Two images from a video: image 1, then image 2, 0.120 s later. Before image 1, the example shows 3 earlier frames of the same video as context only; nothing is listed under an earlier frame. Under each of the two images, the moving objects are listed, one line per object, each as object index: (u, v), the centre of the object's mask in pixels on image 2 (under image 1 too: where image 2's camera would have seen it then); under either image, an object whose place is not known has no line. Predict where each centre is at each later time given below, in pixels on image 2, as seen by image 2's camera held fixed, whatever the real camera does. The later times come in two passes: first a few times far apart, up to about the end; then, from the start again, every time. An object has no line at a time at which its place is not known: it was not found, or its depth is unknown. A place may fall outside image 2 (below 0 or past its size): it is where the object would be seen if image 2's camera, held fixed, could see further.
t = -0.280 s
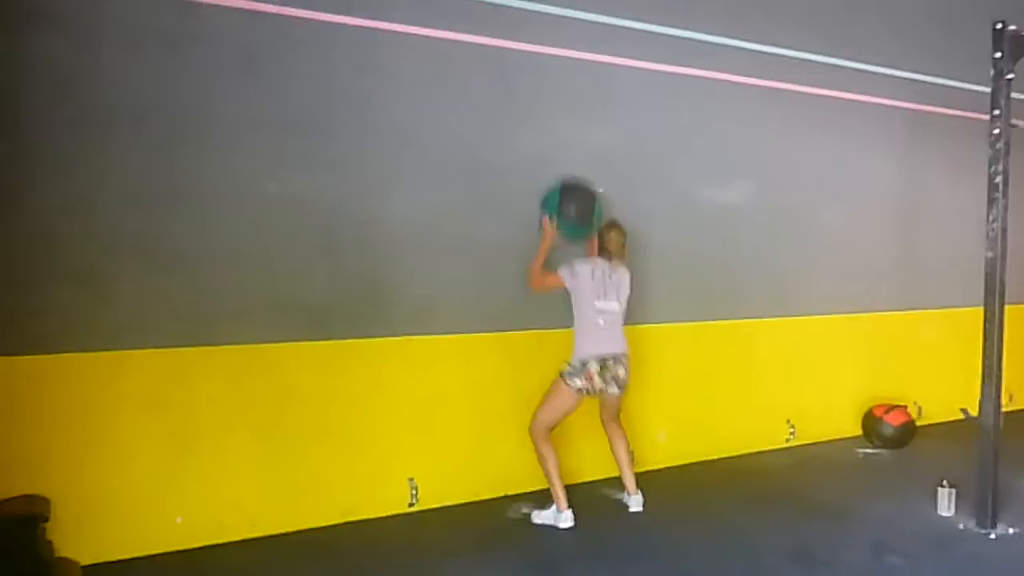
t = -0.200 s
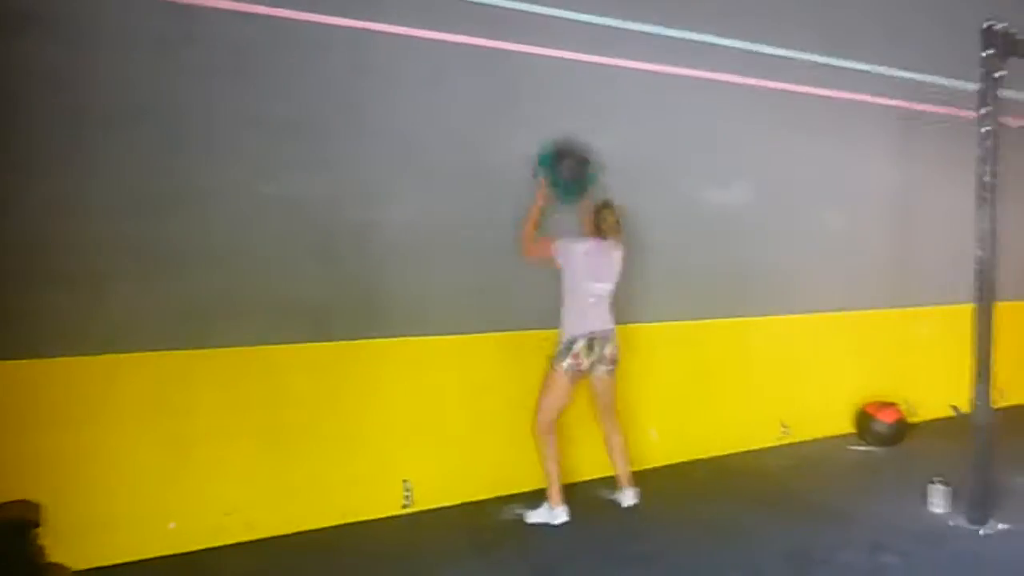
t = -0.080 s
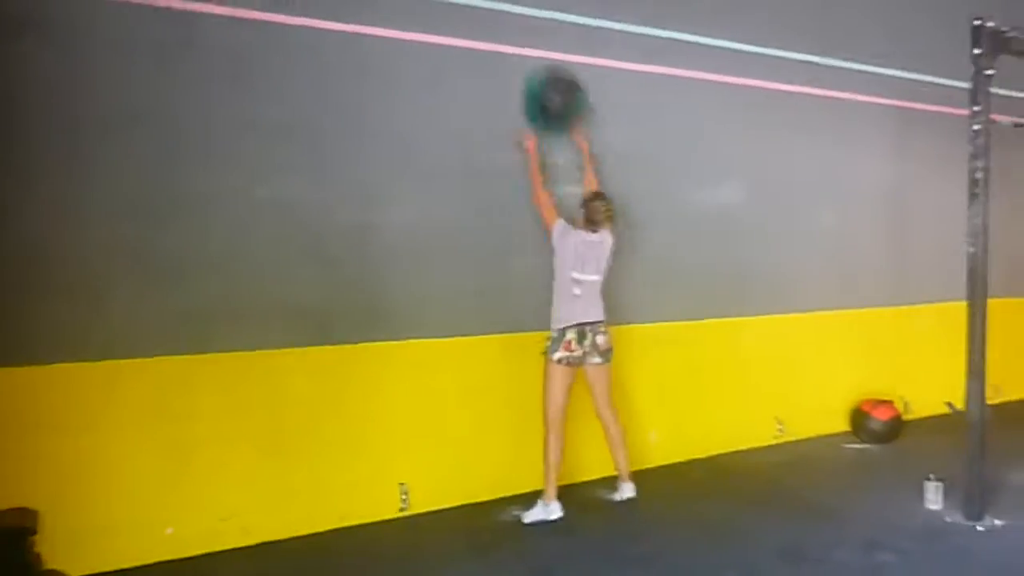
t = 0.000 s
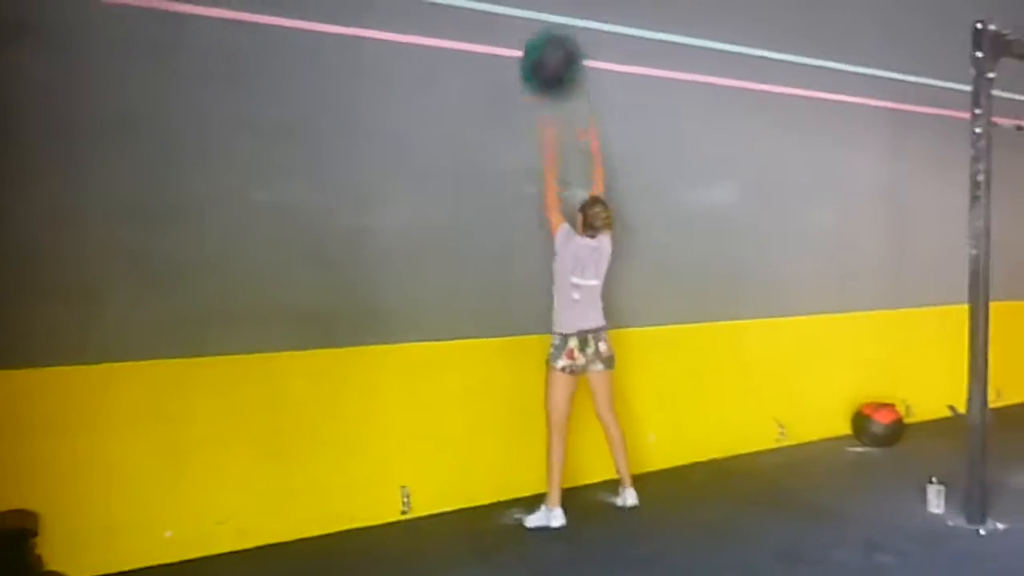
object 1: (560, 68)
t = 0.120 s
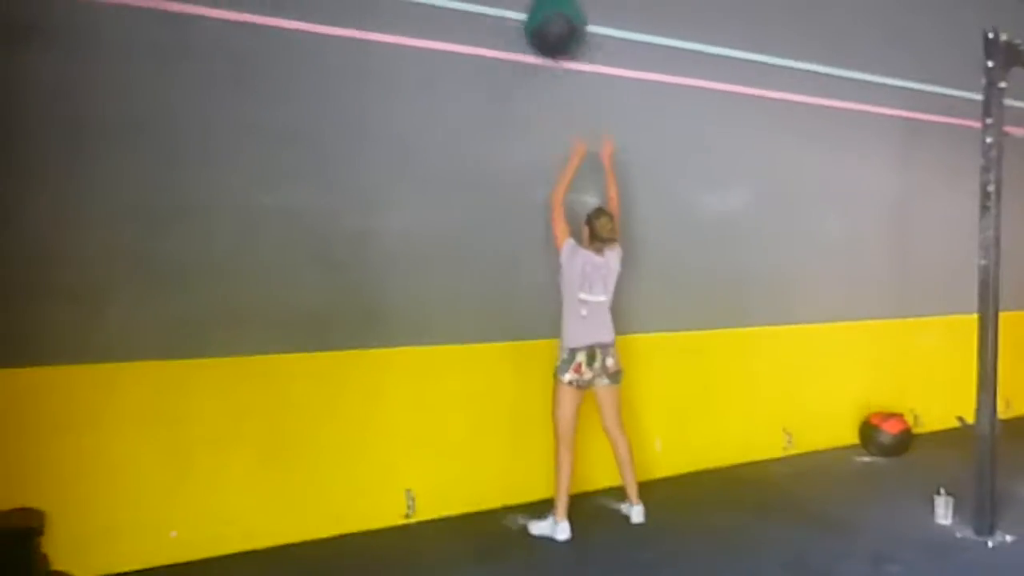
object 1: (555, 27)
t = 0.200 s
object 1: (551, 17)
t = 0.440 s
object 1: (553, 34)
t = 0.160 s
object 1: (551, 21)
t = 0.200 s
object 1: (551, 17)
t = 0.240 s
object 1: (551, 14)
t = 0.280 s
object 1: (552, 13)
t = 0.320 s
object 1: (552, 13)
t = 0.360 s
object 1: (551, 16)
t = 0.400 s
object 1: (553, 23)
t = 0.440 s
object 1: (553, 34)
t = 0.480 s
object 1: (555, 49)
